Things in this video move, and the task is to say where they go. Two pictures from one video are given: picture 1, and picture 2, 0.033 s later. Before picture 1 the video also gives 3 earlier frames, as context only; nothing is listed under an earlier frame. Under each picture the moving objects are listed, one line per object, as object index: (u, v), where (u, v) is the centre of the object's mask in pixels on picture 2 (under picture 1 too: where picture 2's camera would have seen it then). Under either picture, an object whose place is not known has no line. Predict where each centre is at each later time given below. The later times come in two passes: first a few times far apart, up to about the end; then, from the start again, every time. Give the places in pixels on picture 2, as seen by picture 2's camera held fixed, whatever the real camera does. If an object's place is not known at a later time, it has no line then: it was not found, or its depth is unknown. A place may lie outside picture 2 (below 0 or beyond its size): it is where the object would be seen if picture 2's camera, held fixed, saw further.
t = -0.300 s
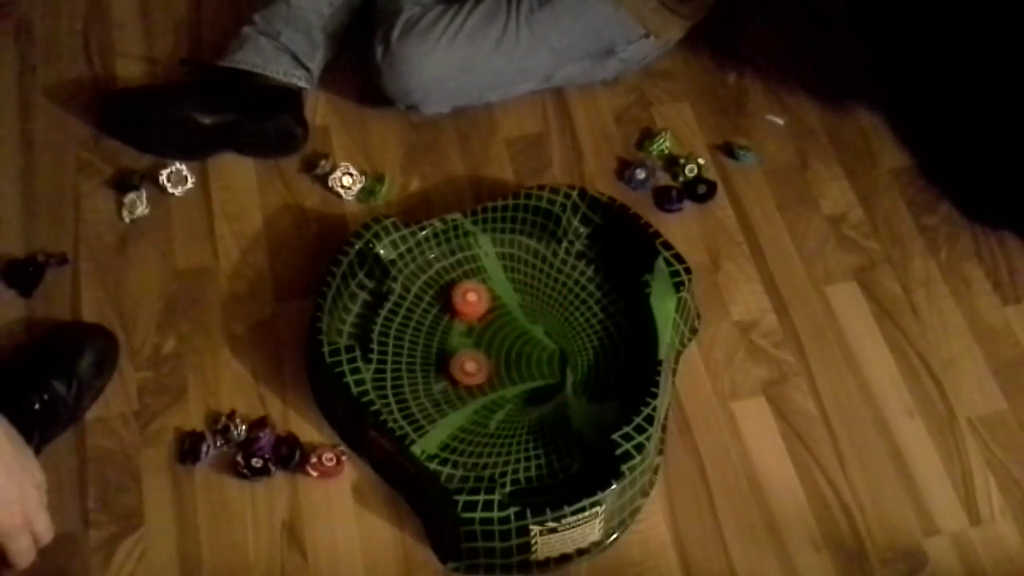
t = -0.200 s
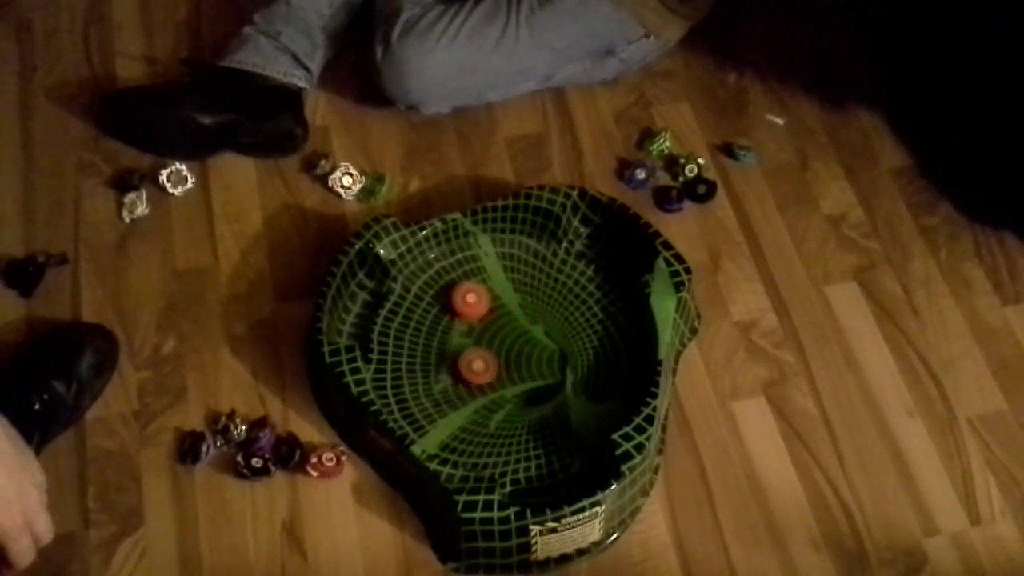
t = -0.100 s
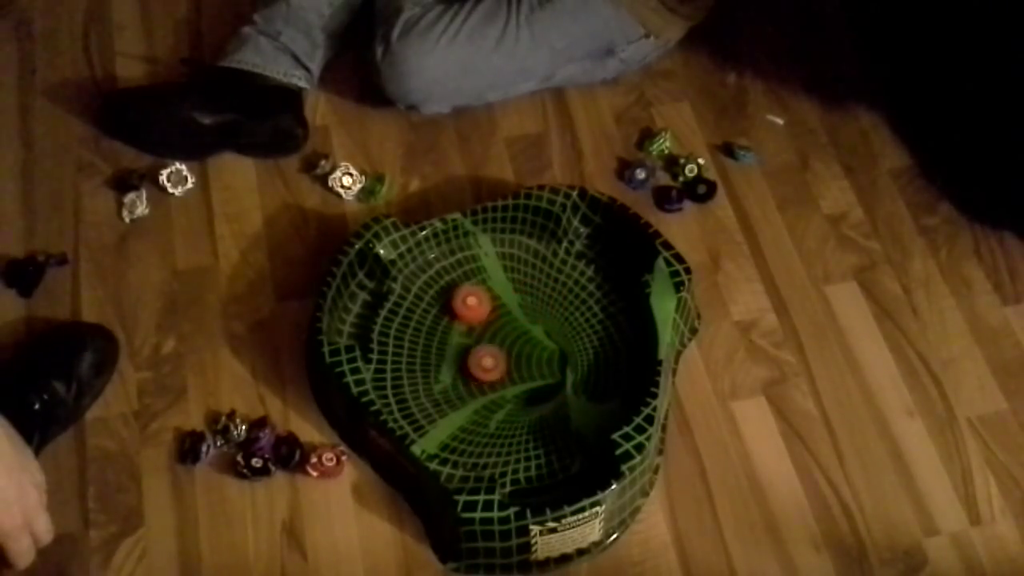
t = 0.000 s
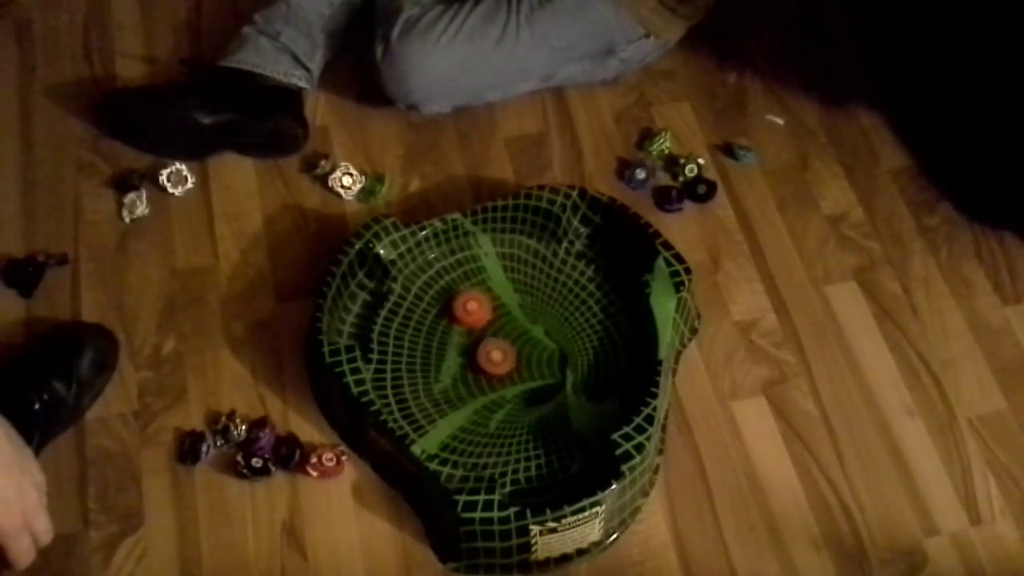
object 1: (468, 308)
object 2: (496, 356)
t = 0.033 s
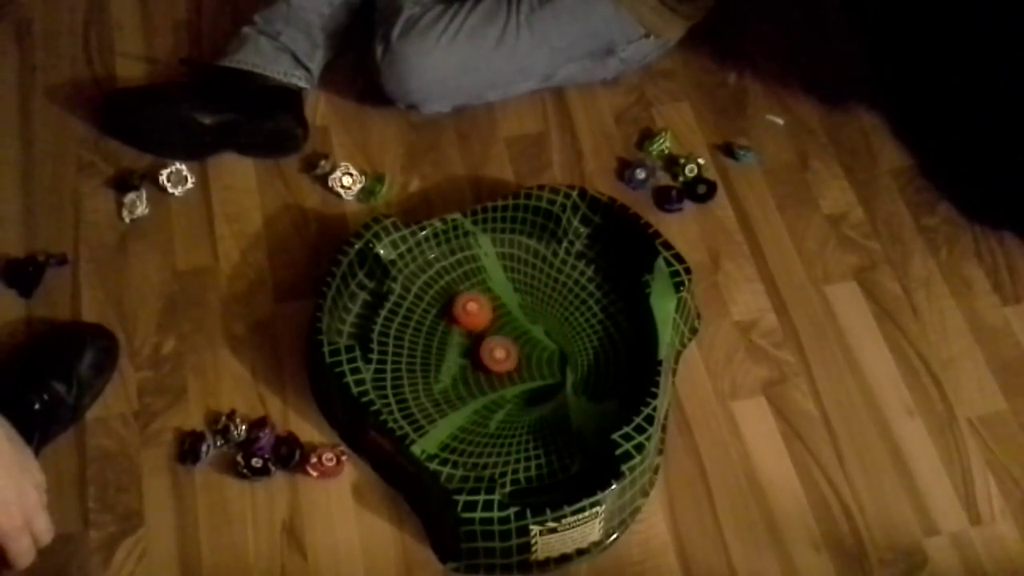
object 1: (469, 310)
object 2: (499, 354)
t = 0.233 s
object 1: (464, 322)
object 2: (514, 339)
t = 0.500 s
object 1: (454, 338)
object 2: (521, 322)
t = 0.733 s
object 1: (447, 343)
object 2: (514, 323)
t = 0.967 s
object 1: (447, 343)
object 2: (509, 337)
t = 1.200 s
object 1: (451, 347)
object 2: (509, 360)
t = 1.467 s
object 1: (457, 360)
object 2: (520, 381)
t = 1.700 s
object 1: (454, 370)
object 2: (530, 386)
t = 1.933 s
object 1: (452, 372)
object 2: (530, 377)
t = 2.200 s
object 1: (458, 372)
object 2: (515, 357)
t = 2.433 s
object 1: (468, 377)
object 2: (494, 344)
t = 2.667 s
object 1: (473, 385)
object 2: (475, 339)
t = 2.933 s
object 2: (472, 349)
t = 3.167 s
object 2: (491, 350)
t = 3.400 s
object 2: (513, 345)
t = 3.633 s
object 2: (525, 336)
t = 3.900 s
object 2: (524, 334)
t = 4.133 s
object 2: (515, 343)
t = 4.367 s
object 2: (509, 356)
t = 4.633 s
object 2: (514, 342)
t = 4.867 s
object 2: (509, 328)
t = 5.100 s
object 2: (498, 328)
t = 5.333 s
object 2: (492, 342)
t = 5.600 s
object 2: (499, 362)
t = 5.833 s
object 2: (501, 370)
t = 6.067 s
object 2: (503, 369)
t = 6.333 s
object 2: (498, 358)
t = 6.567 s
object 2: (490, 349)
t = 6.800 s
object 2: (486, 345)
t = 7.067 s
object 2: (490, 346)
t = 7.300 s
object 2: (502, 344)
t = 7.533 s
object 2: (504, 338)
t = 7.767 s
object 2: (492, 334)
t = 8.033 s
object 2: (479, 328)
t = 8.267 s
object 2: (475, 302)
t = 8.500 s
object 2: (490, 302)
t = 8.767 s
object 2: (512, 317)
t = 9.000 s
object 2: (521, 337)
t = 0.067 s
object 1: (468, 311)
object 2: (502, 351)
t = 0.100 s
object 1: (468, 313)
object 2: (504, 349)
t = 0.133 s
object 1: (467, 315)
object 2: (507, 346)
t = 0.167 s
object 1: (466, 317)
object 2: (510, 344)
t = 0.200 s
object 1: (466, 320)
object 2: (511, 342)
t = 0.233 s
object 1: (464, 322)
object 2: (514, 339)
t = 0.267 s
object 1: (463, 324)
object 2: (515, 337)
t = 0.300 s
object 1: (462, 326)
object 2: (516, 334)
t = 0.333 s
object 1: (461, 329)
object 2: (517, 331)
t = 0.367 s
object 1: (460, 333)
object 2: (518, 329)
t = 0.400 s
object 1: (459, 335)
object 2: (518, 327)
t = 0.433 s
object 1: (457, 337)
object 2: (520, 325)
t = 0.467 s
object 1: (455, 337)
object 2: (521, 324)
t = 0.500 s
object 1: (454, 338)
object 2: (521, 322)
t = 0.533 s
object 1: (451, 339)
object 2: (521, 321)
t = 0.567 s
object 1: (450, 341)
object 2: (520, 320)
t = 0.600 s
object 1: (449, 341)
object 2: (520, 320)
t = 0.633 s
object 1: (449, 341)
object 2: (519, 320)
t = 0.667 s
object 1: (447, 342)
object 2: (517, 320)
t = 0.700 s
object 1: (448, 342)
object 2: (515, 321)
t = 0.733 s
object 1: (447, 343)
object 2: (514, 323)
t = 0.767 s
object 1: (446, 343)
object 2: (512, 324)
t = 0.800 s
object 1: (446, 343)
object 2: (511, 325)
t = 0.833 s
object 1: (446, 343)
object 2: (511, 327)
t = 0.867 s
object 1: (446, 342)
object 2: (510, 329)
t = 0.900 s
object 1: (447, 342)
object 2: (510, 331)
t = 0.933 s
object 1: (447, 342)
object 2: (509, 334)
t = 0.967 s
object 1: (447, 343)
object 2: (509, 337)
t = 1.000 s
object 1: (448, 343)
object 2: (508, 340)
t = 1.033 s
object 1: (448, 343)
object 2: (507, 343)
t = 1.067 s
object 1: (448, 343)
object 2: (507, 347)
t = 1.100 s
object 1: (450, 344)
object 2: (508, 350)
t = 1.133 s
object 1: (450, 345)
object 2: (508, 354)
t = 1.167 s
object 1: (450, 346)
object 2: (509, 357)
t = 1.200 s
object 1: (451, 347)
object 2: (509, 360)
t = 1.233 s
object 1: (452, 348)
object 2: (510, 364)
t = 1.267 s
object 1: (452, 350)
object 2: (511, 366)
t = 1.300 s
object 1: (453, 351)
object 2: (512, 370)
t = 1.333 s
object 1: (456, 354)
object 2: (513, 373)
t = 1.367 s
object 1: (456, 355)
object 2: (515, 375)
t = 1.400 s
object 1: (457, 357)
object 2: (516, 377)
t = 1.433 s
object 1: (458, 359)
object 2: (518, 379)
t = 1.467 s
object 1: (457, 360)
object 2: (520, 381)
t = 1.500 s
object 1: (458, 361)
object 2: (521, 383)
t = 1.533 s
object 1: (457, 364)
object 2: (523, 384)
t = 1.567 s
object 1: (457, 365)
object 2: (524, 385)
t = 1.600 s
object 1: (457, 367)
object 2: (525, 386)
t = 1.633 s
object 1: (456, 368)
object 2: (527, 387)
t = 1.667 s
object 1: (455, 369)
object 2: (529, 387)
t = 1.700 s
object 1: (454, 370)
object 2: (530, 386)
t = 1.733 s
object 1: (454, 370)
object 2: (531, 385)
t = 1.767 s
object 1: (454, 371)
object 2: (532, 384)
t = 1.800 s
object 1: (454, 371)
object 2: (532, 383)
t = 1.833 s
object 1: (453, 372)
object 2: (532, 382)
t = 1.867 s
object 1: (453, 372)
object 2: (532, 380)
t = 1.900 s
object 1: (453, 372)
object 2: (532, 378)
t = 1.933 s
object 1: (452, 372)
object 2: (530, 377)
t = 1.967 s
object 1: (453, 373)
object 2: (529, 374)
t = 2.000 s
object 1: (453, 373)
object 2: (529, 372)
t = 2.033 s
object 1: (453, 372)
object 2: (528, 370)
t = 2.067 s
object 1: (453, 372)
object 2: (527, 368)
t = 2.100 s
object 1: (454, 372)
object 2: (523, 364)
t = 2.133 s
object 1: (456, 372)
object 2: (520, 362)
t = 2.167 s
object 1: (457, 372)
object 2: (517, 359)
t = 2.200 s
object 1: (458, 372)
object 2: (515, 357)
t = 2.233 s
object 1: (459, 372)
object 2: (512, 355)
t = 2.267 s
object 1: (460, 372)
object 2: (508, 353)
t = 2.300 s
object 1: (462, 373)
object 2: (505, 351)
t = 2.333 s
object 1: (464, 374)
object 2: (502, 349)
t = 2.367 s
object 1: (468, 376)
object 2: (499, 347)
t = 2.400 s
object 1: (468, 376)
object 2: (497, 345)
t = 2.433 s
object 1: (468, 377)
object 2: (494, 344)
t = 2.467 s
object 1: (468, 377)
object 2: (491, 342)
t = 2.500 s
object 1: (470, 379)
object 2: (488, 341)
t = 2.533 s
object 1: (471, 380)
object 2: (485, 340)
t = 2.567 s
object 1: (471, 381)
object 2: (482, 340)
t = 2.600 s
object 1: (472, 382)
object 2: (479, 339)
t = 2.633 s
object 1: (472, 384)
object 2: (477, 339)
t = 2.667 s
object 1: (473, 385)
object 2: (475, 339)
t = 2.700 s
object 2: (472, 339)
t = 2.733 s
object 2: (471, 340)
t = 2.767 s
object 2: (470, 340)
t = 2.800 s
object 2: (469, 342)
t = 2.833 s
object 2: (468, 344)
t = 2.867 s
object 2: (469, 346)
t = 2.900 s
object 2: (470, 347)
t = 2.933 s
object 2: (472, 349)
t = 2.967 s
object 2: (474, 349)
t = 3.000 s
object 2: (476, 350)
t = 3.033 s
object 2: (478, 350)
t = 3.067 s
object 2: (481, 350)
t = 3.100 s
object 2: (485, 351)
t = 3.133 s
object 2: (488, 350)
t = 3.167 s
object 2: (491, 350)
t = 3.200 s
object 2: (495, 350)
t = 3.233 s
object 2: (498, 349)
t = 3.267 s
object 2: (501, 349)
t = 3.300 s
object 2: (503, 348)
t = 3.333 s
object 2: (508, 347)
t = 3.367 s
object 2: (510, 346)
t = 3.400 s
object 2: (513, 345)
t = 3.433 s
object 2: (516, 344)
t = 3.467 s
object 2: (517, 342)
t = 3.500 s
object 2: (520, 341)
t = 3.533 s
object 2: (523, 339)
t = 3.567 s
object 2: (524, 338)
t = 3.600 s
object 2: (524, 337)
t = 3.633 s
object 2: (525, 336)
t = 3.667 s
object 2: (526, 335)
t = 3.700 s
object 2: (527, 335)
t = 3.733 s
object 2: (527, 334)
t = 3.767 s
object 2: (527, 333)
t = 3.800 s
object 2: (526, 333)
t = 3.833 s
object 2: (526, 333)
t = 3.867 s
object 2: (525, 334)
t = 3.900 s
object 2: (524, 334)
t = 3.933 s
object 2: (523, 335)
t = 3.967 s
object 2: (522, 336)
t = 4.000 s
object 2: (521, 337)
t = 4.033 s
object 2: (520, 338)
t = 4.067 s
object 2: (522, 339)
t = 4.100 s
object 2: (517, 341)
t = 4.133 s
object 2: (515, 343)
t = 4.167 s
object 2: (514, 345)
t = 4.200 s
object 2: (512, 347)
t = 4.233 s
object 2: (511, 350)
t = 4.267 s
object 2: (510, 352)
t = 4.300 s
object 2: (509, 354)
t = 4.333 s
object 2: (509, 355)
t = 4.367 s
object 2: (509, 356)
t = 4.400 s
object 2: (510, 356)
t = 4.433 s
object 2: (511, 356)
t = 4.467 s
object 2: (512, 354)
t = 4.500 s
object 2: (512, 352)
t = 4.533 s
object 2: (513, 349)
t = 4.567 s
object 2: (514, 346)
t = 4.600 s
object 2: (514, 344)
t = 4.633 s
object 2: (514, 342)
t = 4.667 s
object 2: (514, 340)
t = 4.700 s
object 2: (514, 337)
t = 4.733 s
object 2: (513, 335)
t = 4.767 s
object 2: (513, 333)
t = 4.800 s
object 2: (512, 332)
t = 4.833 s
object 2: (510, 330)
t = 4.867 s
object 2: (509, 328)
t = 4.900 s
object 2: (508, 328)
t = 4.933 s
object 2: (507, 327)
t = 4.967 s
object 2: (503, 326)
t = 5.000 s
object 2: (501, 326)
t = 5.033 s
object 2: (501, 327)
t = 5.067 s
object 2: (499, 327)
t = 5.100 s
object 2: (498, 328)
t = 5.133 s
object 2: (497, 329)
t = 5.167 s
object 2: (495, 331)
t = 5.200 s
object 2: (493, 333)
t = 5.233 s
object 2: (493, 335)
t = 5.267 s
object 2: (492, 337)
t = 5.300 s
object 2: (492, 340)
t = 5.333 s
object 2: (492, 342)
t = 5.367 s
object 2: (492, 345)
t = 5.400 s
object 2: (492, 347)
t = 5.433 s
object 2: (493, 350)
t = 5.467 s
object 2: (494, 352)
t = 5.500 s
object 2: (495, 355)
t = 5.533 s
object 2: (496, 357)
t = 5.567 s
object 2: (497, 359)
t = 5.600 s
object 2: (499, 362)
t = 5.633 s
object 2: (500, 363)
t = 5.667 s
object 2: (501, 365)
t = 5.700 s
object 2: (502, 367)
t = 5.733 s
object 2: (502, 368)
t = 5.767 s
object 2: (501, 369)
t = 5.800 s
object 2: (501, 369)
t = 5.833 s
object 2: (501, 370)
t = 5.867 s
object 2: (501, 370)
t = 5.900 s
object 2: (502, 370)
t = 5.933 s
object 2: (502, 370)
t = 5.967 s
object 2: (502, 370)
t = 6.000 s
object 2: (502, 370)
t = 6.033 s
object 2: (503, 369)
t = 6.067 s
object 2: (503, 369)
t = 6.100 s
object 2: (502, 368)
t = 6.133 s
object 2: (502, 367)
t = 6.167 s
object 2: (501, 365)
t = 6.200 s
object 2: (501, 364)
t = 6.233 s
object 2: (500, 363)
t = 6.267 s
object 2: (500, 361)
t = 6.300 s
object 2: (499, 360)
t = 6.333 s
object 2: (498, 358)
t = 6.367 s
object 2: (497, 357)
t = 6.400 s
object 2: (496, 355)
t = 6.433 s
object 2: (495, 354)
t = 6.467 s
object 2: (494, 352)
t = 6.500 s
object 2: (493, 351)
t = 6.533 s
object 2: (492, 350)
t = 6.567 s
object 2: (490, 349)
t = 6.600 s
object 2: (490, 348)
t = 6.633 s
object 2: (488, 347)
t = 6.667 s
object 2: (487, 347)
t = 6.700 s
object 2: (486, 346)
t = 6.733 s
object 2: (486, 346)
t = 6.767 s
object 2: (486, 346)
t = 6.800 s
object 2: (486, 345)
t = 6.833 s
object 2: (486, 345)
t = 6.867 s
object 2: (486, 345)
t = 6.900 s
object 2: (486, 345)
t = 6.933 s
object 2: (487, 345)
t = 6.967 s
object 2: (487, 345)
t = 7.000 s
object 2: (488, 345)
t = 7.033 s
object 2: (489, 345)
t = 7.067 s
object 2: (490, 346)
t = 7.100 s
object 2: (492, 346)
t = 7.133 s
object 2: (493, 346)
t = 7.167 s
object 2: (495, 346)
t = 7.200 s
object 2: (497, 346)
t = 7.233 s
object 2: (499, 345)
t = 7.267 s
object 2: (500, 345)
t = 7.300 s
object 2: (502, 344)
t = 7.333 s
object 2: (504, 344)
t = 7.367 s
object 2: (505, 344)
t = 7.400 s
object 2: (506, 343)
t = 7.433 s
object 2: (507, 342)
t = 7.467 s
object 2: (507, 340)
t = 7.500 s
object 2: (506, 339)
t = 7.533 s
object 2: (504, 338)
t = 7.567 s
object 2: (503, 337)
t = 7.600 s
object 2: (501, 336)
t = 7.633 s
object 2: (499, 335)
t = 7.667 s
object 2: (497, 334)
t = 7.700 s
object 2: (495, 334)
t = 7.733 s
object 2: (493, 334)
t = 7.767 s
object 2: (492, 334)
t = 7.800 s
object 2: (490, 335)
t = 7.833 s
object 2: (488, 336)
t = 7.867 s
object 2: (486, 337)
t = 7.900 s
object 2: (486, 338)
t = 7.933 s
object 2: (485, 339)
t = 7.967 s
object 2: (484, 341)
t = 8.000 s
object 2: (483, 337)
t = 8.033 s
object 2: (479, 328)
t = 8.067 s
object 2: (475, 319)
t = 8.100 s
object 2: (472, 312)
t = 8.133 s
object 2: (470, 308)
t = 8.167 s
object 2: (471, 306)
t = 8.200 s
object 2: (472, 305)
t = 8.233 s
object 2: (474, 304)
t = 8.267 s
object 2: (475, 302)
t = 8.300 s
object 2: (477, 301)
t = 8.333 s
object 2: (479, 300)
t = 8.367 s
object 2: (480, 300)
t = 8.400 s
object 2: (482, 299)
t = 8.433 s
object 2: (486, 300)
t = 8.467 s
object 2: (487, 300)
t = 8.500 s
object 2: (490, 302)
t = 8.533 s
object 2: (493, 301)
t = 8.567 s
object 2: (497, 303)
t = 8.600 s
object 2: (499, 307)
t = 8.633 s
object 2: (501, 310)
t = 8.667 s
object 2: (504, 311)
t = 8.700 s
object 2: (507, 313)
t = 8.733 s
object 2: (509, 315)
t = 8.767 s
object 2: (512, 317)
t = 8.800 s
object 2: (515, 320)
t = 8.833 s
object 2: (515, 321)
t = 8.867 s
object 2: (516, 324)
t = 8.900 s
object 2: (518, 326)
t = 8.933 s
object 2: (519, 330)
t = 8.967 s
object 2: (520, 335)
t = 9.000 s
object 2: (521, 337)
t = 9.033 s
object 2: (524, 339)
